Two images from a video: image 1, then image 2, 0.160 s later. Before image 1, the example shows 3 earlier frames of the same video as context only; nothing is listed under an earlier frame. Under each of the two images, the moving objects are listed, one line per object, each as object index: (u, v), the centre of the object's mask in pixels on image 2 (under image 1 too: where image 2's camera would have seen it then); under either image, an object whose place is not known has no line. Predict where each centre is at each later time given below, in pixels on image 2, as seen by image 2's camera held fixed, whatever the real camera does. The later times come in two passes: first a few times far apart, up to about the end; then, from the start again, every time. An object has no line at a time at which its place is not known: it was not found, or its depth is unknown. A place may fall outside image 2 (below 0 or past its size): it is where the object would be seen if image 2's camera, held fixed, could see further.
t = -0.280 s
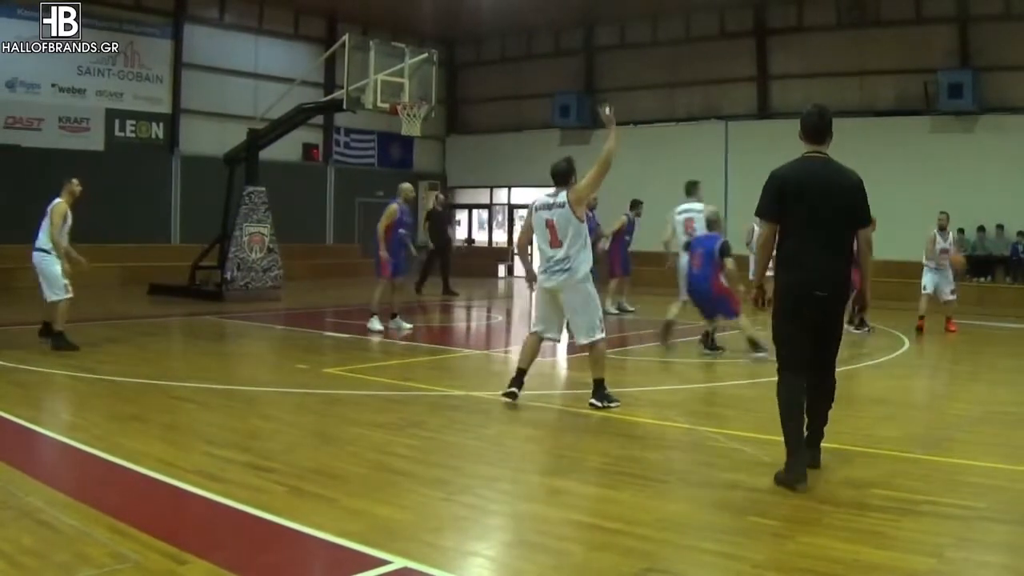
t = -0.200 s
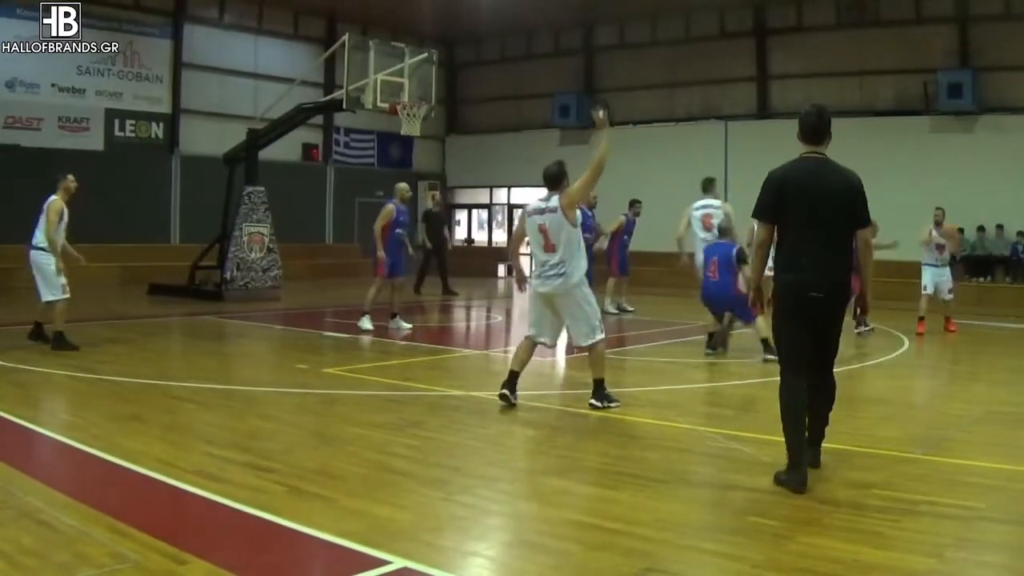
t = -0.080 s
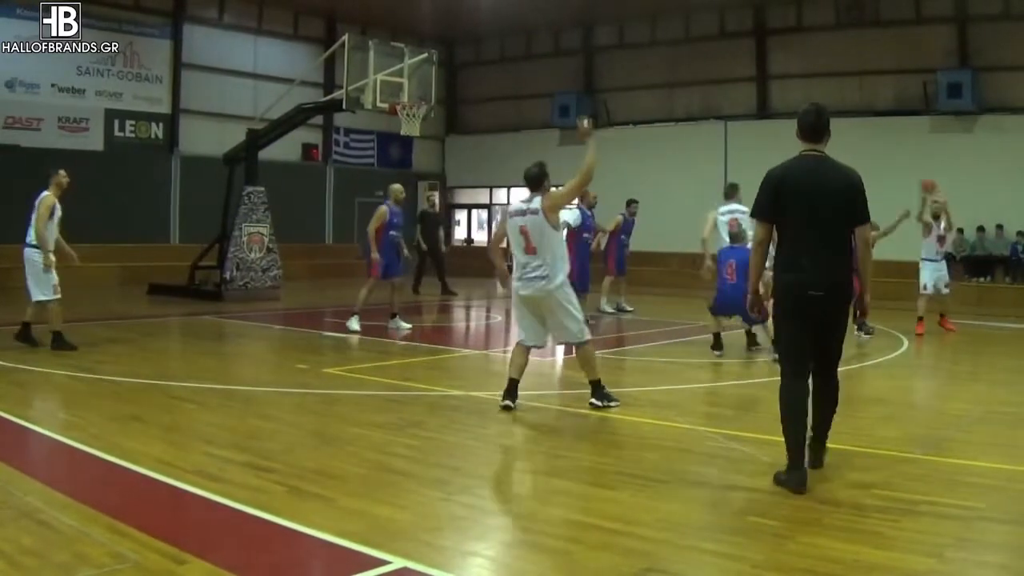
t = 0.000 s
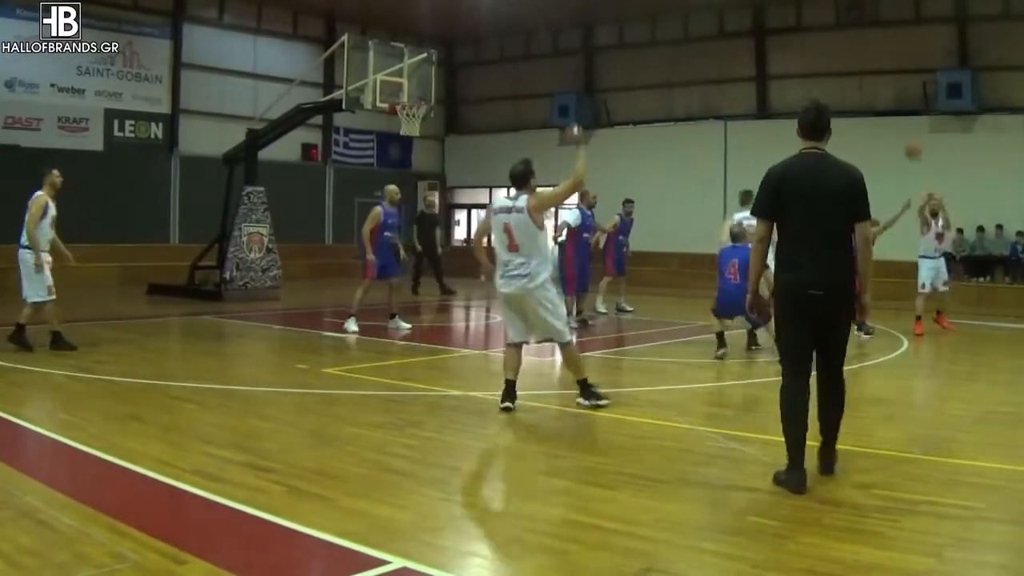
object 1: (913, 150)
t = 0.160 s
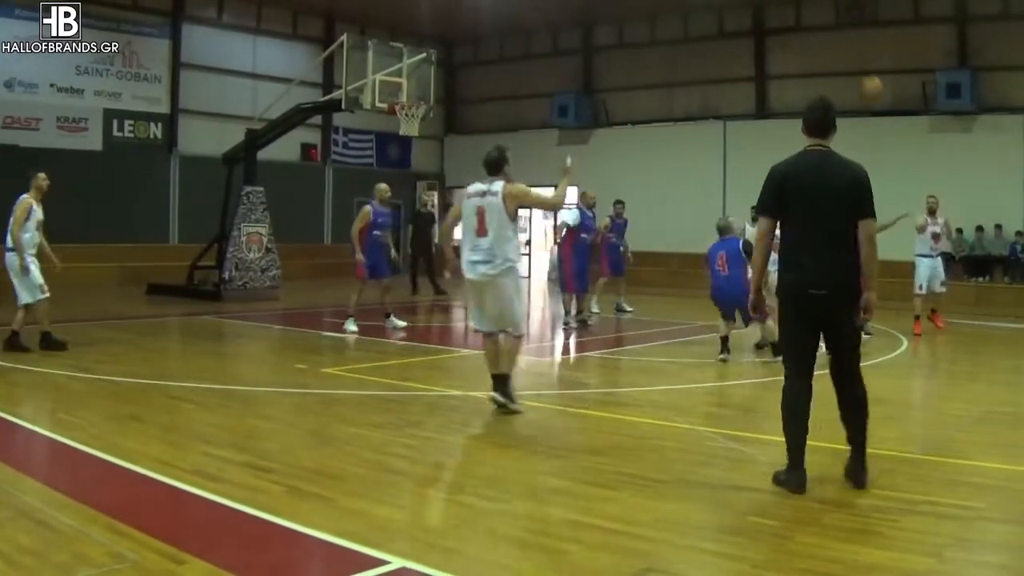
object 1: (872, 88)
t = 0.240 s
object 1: (851, 62)
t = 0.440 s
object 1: (789, 17)
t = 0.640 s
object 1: (714, 10)
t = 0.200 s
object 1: (861, 73)
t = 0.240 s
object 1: (851, 62)
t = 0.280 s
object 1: (839, 50)
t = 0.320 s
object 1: (827, 40)
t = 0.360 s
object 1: (815, 31)
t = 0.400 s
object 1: (803, 23)
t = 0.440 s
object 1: (789, 17)
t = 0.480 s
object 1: (775, 12)
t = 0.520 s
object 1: (762, 10)
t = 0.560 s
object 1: (747, 8)
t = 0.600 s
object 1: (731, 9)
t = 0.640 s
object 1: (714, 10)
